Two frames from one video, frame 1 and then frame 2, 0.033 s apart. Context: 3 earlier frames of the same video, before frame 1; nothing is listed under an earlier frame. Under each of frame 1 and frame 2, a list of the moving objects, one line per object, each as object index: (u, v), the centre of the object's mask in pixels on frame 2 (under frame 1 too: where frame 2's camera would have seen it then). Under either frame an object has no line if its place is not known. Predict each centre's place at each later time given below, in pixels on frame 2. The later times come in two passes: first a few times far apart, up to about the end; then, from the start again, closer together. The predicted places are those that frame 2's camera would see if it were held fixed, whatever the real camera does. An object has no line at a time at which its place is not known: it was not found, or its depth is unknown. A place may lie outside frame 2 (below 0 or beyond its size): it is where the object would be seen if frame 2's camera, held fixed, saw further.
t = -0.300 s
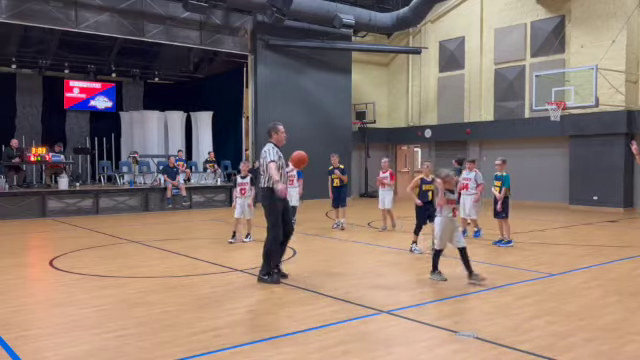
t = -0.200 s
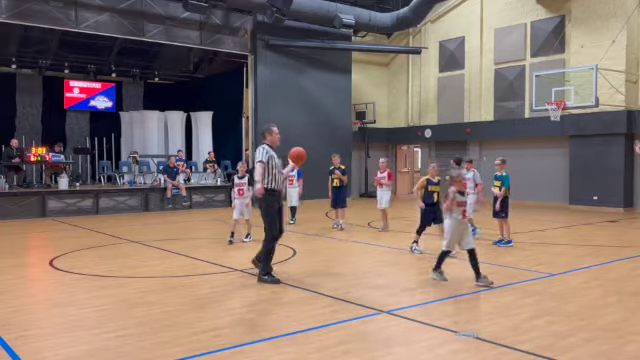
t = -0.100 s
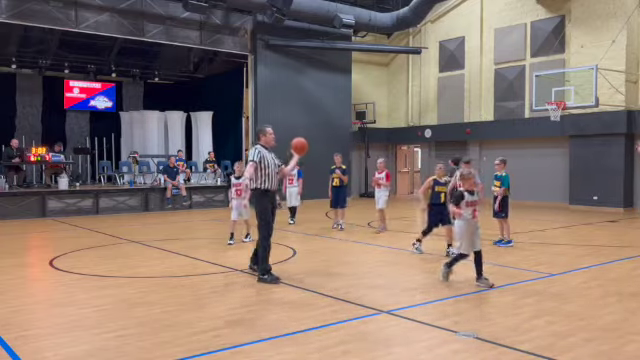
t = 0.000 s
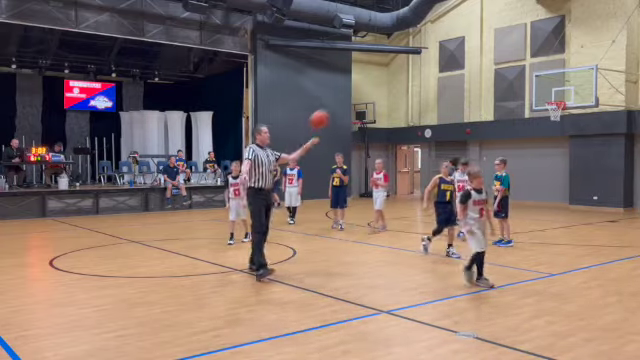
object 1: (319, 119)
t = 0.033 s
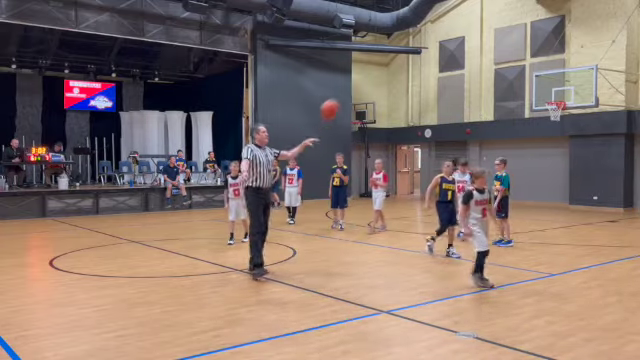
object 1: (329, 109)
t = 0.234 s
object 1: (394, 64)
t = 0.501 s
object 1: (494, 49)
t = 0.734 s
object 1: (591, 86)
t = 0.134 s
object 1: (361, 83)
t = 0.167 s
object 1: (373, 76)
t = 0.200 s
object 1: (383, 70)
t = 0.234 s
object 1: (394, 64)
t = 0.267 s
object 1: (407, 58)
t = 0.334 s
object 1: (430, 52)
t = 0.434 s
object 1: (467, 47)
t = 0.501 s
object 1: (494, 49)
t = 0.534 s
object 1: (507, 50)
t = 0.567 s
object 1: (520, 54)
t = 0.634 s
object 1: (548, 63)
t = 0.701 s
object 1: (577, 77)
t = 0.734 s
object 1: (591, 86)
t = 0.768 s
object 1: (606, 96)
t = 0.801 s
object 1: (621, 107)
